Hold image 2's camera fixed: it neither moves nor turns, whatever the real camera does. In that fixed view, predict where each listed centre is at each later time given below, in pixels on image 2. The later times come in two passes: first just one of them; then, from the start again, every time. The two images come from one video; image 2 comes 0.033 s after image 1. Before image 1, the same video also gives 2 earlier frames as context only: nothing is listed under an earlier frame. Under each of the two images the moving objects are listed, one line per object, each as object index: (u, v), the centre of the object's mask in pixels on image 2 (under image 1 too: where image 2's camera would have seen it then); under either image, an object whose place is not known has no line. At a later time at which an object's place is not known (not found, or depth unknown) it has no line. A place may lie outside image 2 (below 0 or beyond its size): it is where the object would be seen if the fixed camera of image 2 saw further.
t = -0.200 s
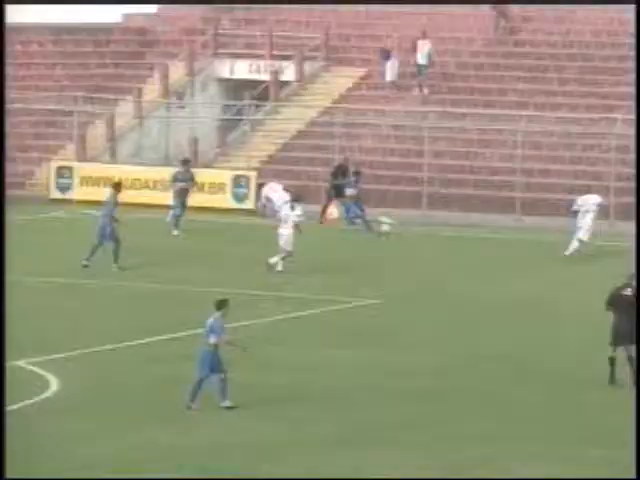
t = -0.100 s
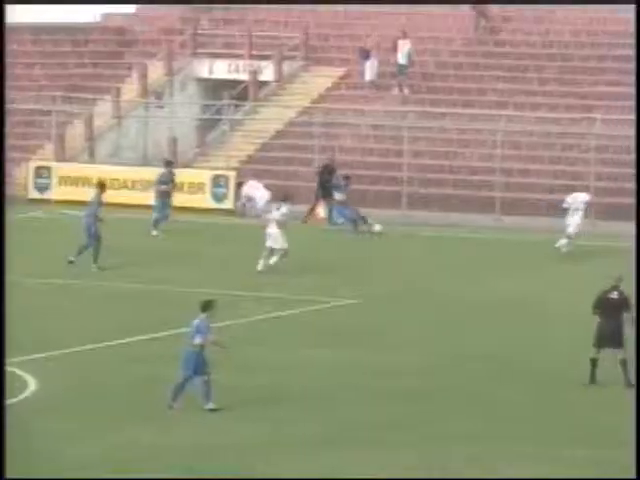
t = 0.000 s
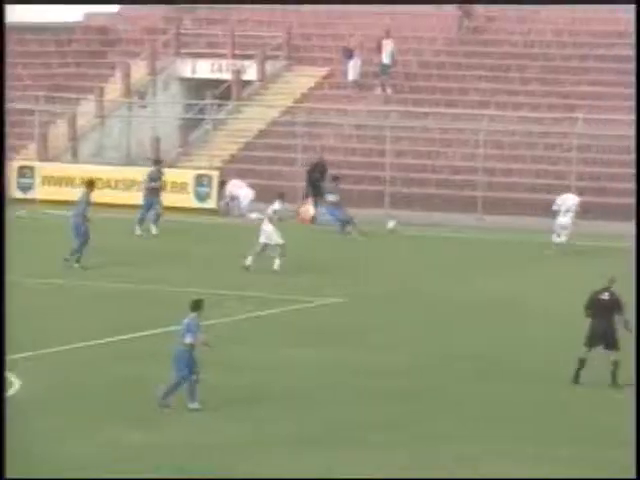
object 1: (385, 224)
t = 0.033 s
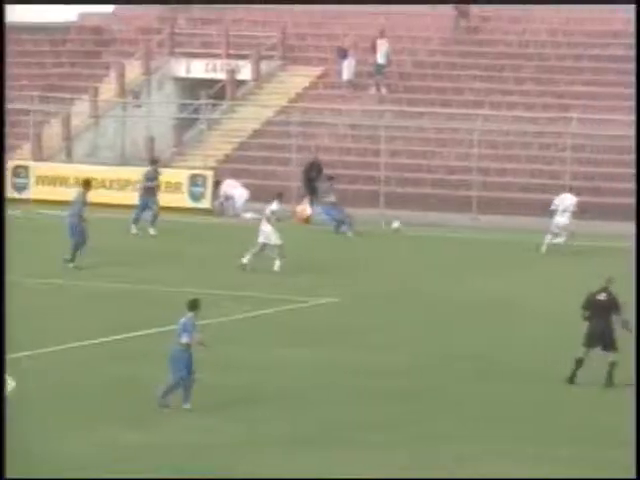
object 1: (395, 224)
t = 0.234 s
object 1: (460, 239)
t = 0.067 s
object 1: (406, 224)
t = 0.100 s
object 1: (416, 227)
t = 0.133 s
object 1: (428, 228)
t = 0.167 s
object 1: (438, 232)
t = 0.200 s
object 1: (449, 235)
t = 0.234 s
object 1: (460, 239)
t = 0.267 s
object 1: (470, 244)
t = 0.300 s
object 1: (480, 250)
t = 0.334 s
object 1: (491, 257)
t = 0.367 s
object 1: (501, 264)
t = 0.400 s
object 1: (511, 272)
